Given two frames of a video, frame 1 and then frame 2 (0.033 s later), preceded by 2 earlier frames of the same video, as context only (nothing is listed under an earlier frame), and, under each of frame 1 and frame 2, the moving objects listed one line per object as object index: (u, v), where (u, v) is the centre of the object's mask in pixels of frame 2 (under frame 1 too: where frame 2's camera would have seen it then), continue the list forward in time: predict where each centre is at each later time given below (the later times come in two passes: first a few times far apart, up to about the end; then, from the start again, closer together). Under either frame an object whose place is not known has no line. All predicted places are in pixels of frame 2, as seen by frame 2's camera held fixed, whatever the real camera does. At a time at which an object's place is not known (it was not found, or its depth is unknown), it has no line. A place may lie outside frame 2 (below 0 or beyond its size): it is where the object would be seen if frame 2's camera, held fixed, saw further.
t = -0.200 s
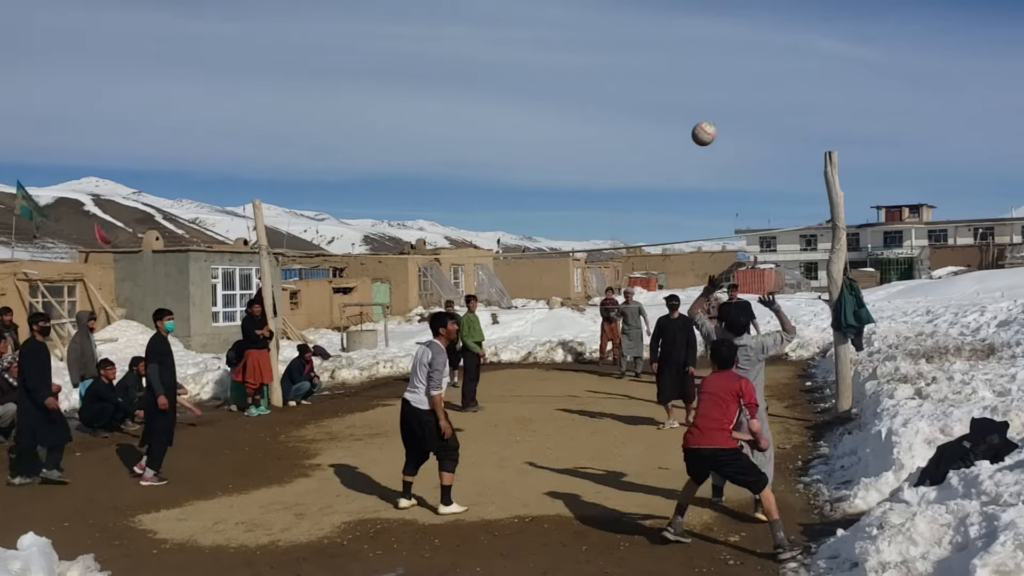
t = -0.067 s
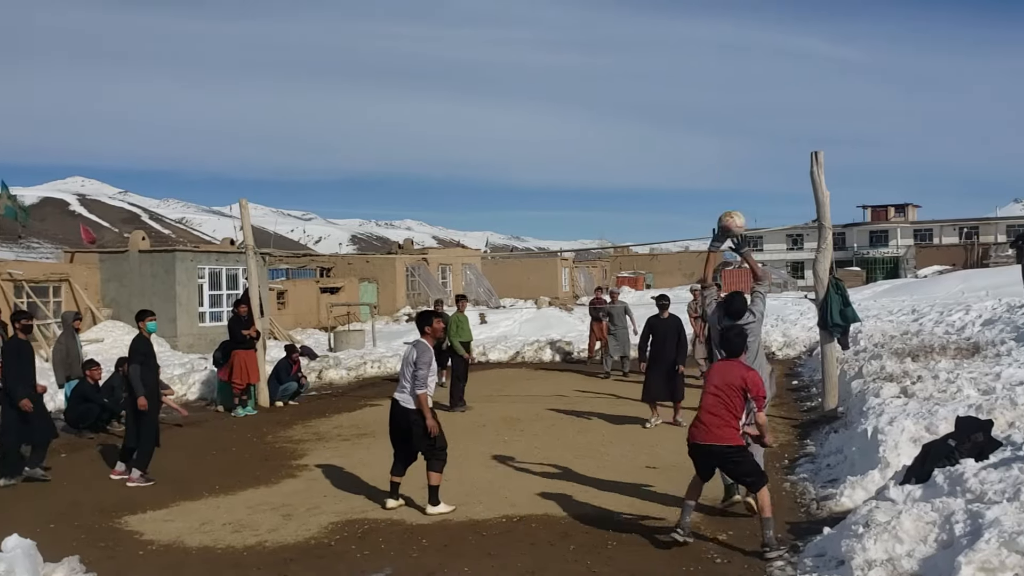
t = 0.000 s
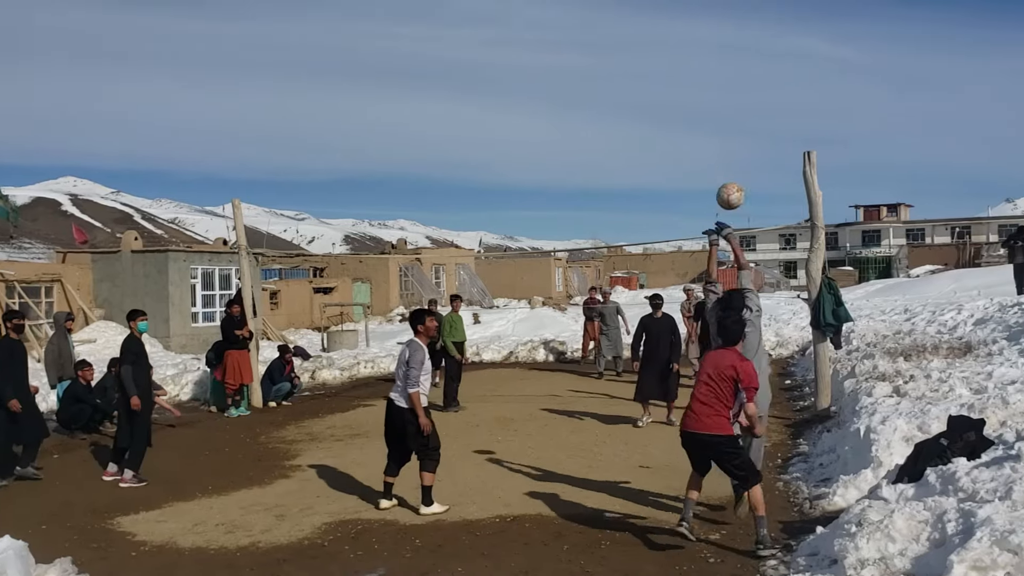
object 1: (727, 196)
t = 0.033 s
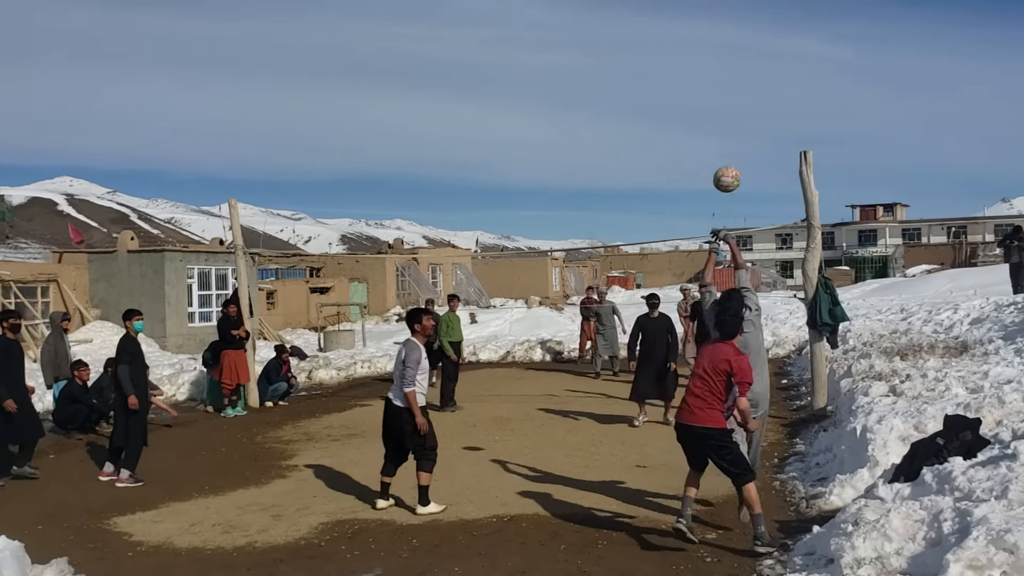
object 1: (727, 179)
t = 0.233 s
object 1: (729, 112)
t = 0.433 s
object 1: (732, 97)
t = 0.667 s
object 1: (735, 140)
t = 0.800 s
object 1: (737, 188)
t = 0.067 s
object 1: (727, 164)
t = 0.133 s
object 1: (728, 138)
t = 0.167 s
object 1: (729, 127)
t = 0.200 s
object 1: (729, 119)
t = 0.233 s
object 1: (729, 112)
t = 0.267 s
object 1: (729, 106)
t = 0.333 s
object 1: (730, 98)
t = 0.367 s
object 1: (730, 96)
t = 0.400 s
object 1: (731, 96)
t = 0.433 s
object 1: (732, 97)
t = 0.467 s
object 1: (732, 100)
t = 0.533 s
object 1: (733, 109)
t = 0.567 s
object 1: (733, 115)
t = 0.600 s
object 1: (734, 122)
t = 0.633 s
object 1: (734, 130)
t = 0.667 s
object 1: (735, 140)
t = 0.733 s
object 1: (736, 161)
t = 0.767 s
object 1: (737, 174)
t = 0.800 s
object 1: (737, 188)
